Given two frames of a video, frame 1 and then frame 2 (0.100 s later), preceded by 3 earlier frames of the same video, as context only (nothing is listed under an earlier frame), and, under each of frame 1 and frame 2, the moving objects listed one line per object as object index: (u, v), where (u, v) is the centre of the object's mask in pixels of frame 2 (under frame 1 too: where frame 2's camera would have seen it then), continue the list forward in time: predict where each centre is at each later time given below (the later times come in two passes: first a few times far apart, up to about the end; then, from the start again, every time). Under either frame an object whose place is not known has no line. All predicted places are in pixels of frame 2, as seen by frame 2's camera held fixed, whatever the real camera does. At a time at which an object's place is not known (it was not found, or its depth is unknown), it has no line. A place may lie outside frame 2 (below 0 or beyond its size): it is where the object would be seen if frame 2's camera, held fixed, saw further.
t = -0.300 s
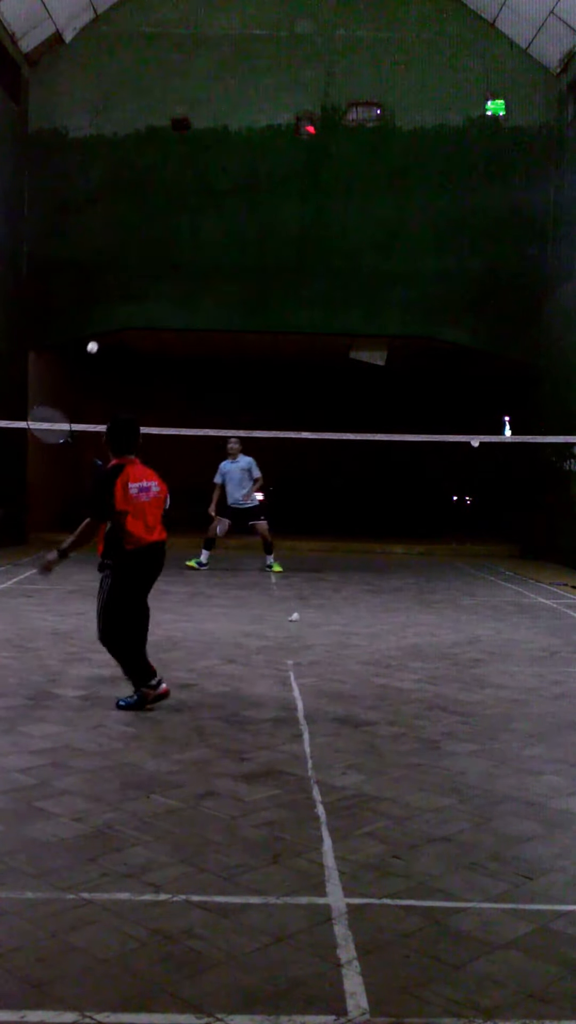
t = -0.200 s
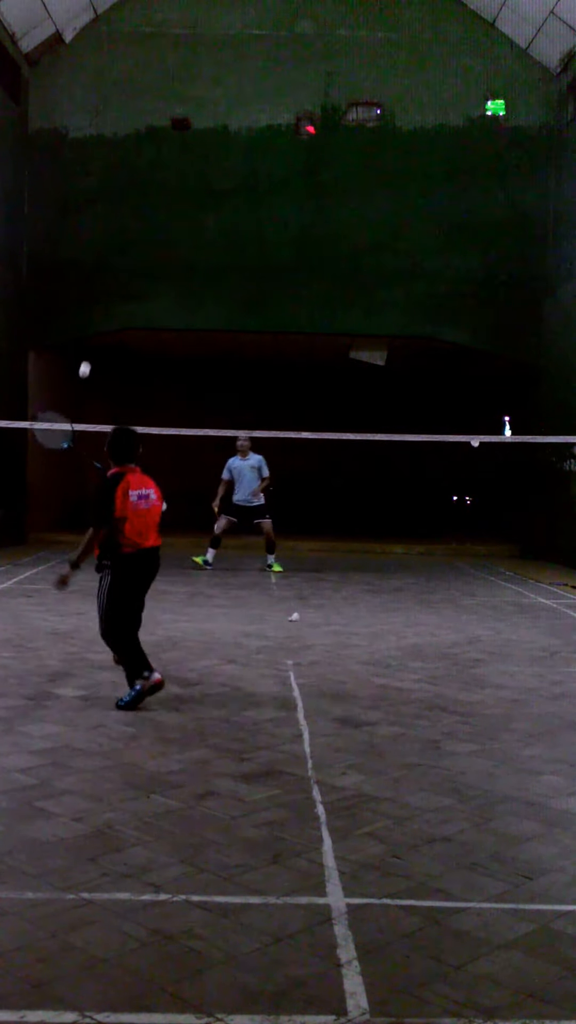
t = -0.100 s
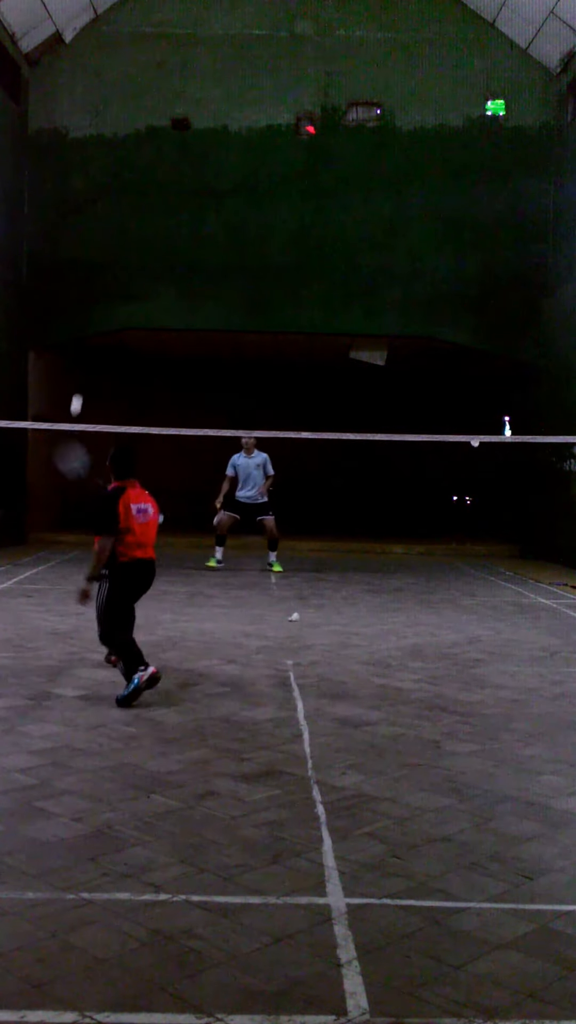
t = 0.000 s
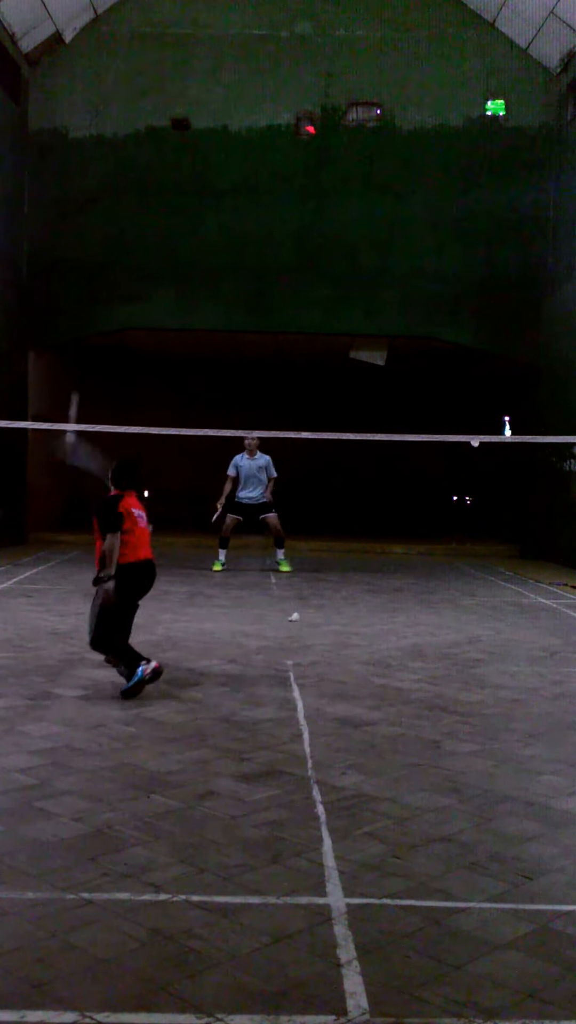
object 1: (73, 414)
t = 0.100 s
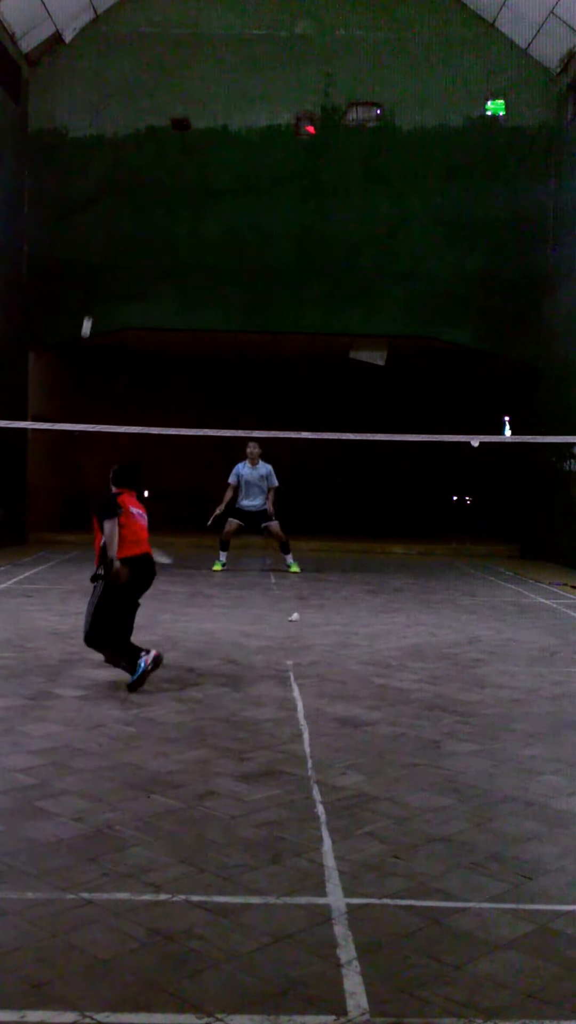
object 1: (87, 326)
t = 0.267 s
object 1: (99, 286)
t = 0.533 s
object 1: (107, 296)
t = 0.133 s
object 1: (90, 313)
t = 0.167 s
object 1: (92, 303)
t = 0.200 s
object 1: (95, 295)
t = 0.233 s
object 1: (97, 290)
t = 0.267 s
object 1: (99, 286)
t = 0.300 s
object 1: (100, 284)
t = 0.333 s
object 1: (102, 283)
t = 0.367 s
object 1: (103, 283)
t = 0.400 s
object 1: (104, 283)
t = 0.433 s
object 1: (105, 285)
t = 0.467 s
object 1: (105, 288)
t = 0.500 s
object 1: (106, 291)
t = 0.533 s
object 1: (107, 296)
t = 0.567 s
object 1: (107, 300)
